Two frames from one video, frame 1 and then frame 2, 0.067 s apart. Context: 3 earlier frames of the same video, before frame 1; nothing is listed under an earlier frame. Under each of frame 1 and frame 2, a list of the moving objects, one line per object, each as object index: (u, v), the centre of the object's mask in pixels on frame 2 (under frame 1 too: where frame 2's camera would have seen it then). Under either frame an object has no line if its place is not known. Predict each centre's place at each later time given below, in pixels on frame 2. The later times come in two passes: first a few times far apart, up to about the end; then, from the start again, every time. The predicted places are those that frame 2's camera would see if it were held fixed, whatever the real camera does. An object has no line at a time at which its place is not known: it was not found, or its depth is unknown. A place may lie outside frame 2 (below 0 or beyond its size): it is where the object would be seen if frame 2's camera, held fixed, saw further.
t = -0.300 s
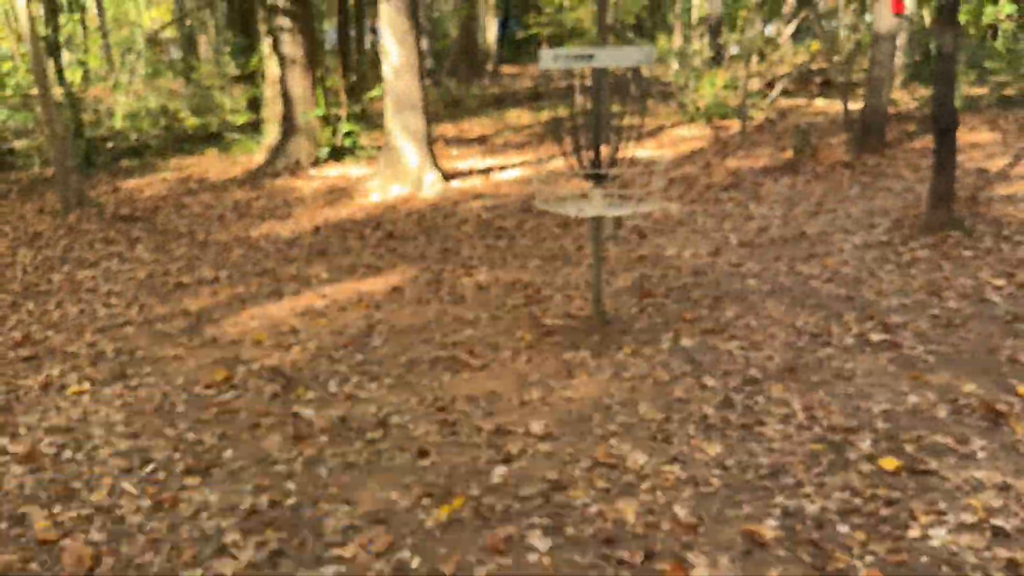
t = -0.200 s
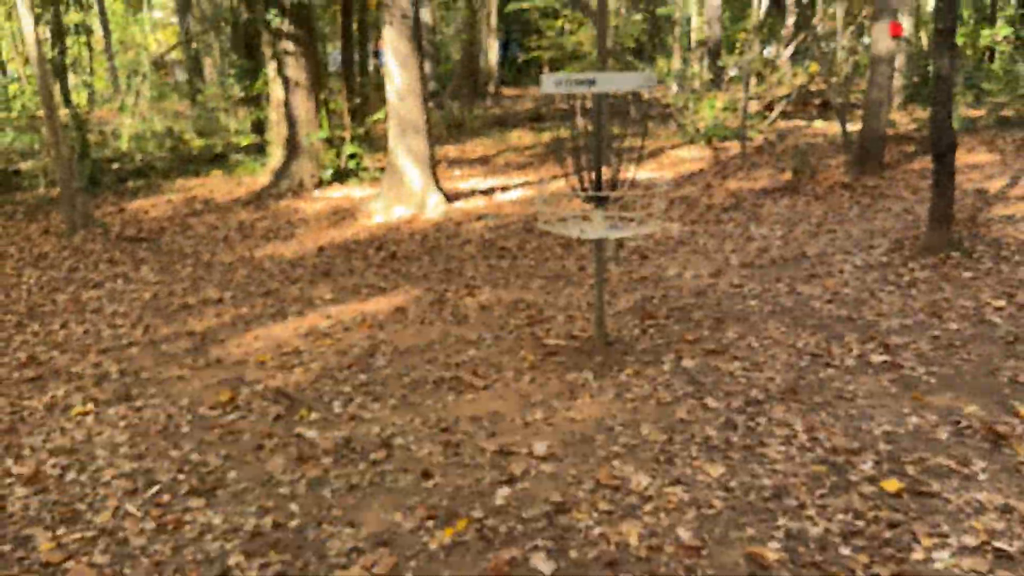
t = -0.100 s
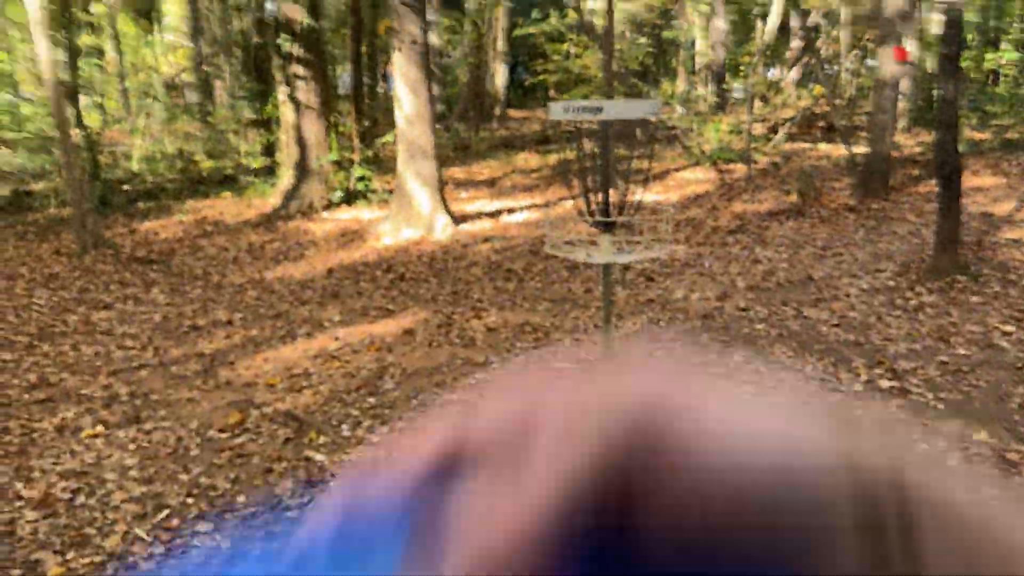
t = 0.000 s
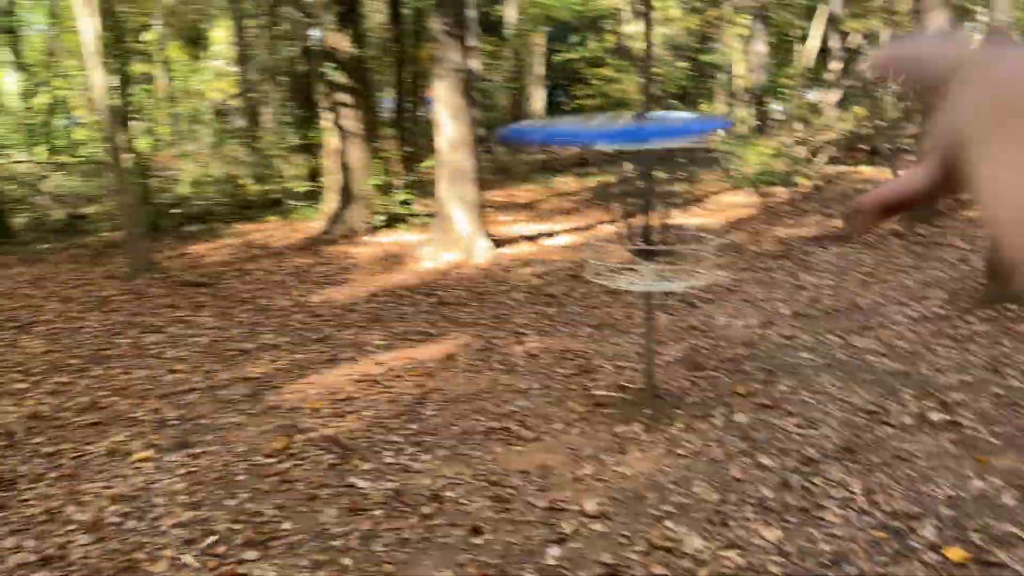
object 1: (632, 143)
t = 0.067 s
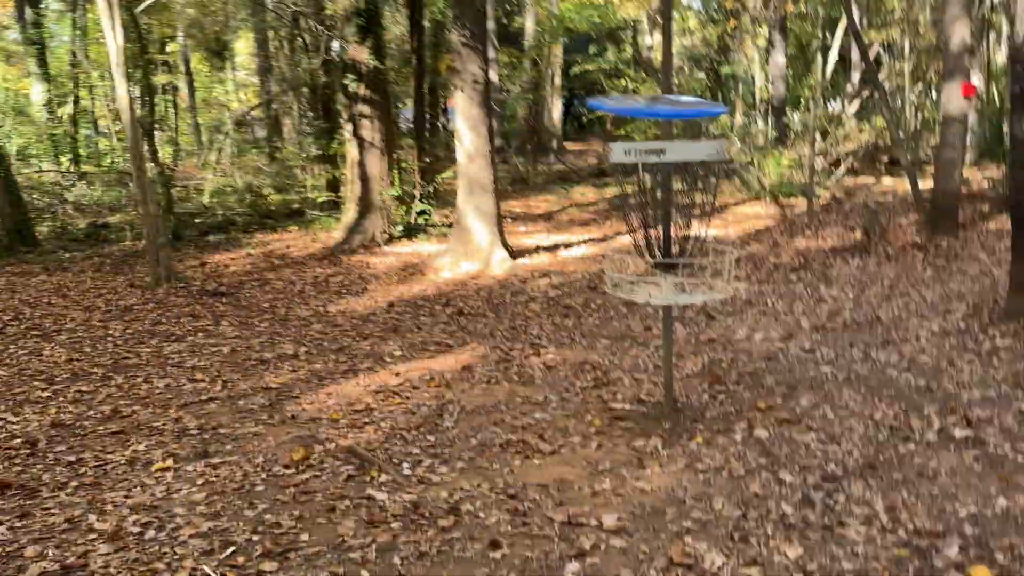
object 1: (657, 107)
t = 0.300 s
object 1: (674, 150)
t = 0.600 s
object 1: (676, 197)
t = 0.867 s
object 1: (670, 267)
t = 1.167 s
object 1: (646, 296)
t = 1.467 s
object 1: (645, 298)
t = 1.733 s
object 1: (646, 299)
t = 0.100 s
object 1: (664, 106)
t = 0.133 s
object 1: (666, 109)
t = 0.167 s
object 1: (669, 115)
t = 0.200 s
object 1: (672, 124)
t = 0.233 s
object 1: (670, 132)
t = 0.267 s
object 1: (674, 142)
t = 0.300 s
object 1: (674, 150)
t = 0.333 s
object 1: (673, 161)
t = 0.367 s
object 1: (677, 169)
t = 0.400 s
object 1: (677, 179)
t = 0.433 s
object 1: (678, 187)
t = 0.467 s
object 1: (678, 194)
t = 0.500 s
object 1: (678, 194)
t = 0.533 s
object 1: (678, 193)
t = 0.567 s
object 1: (677, 194)
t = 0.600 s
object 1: (676, 197)
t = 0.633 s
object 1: (674, 202)
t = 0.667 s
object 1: (671, 210)
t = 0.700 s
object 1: (671, 219)
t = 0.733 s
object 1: (672, 226)
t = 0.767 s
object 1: (672, 236)
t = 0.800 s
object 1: (671, 245)
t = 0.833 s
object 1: (670, 256)
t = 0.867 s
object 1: (670, 267)
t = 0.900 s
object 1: (669, 283)
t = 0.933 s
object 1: (668, 290)
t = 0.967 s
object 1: (665, 292)
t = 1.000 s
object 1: (664, 296)
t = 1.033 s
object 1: (655, 293)
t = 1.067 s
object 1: (653, 292)
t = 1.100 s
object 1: (649, 291)
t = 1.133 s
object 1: (648, 294)
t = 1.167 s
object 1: (646, 296)
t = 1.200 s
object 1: (648, 297)
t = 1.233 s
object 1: (647, 296)
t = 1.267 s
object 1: (644, 295)
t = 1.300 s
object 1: (645, 297)
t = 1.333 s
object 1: (647, 298)
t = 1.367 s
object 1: (646, 298)
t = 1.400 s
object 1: (645, 298)
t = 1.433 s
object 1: (645, 297)
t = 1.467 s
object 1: (645, 298)
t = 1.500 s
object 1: (646, 298)
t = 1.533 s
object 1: (646, 298)
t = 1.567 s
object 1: (647, 298)
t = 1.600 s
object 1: (647, 298)
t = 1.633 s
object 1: (647, 298)
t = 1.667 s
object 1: (646, 298)
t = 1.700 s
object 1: (646, 299)
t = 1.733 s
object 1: (646, 299)
